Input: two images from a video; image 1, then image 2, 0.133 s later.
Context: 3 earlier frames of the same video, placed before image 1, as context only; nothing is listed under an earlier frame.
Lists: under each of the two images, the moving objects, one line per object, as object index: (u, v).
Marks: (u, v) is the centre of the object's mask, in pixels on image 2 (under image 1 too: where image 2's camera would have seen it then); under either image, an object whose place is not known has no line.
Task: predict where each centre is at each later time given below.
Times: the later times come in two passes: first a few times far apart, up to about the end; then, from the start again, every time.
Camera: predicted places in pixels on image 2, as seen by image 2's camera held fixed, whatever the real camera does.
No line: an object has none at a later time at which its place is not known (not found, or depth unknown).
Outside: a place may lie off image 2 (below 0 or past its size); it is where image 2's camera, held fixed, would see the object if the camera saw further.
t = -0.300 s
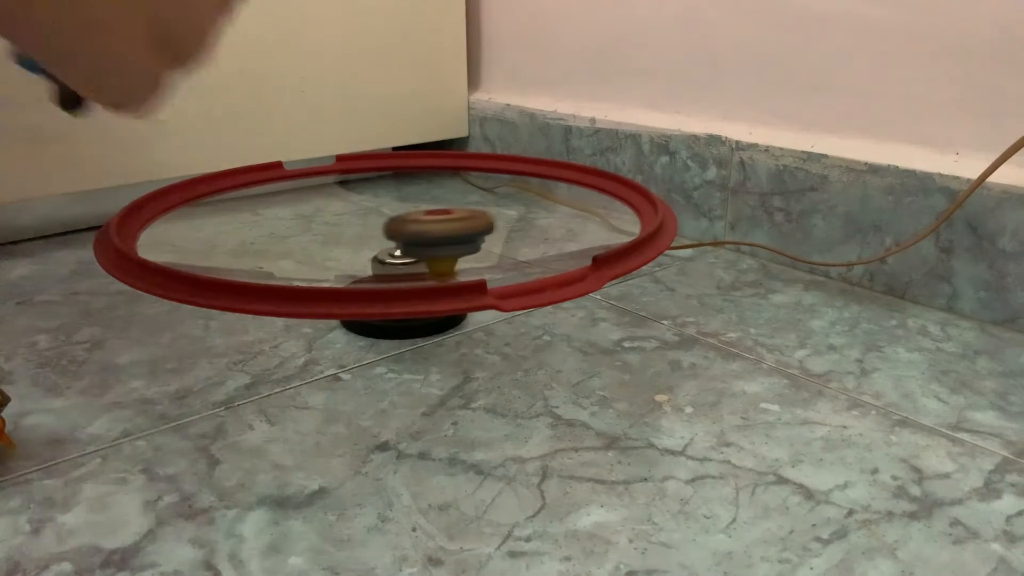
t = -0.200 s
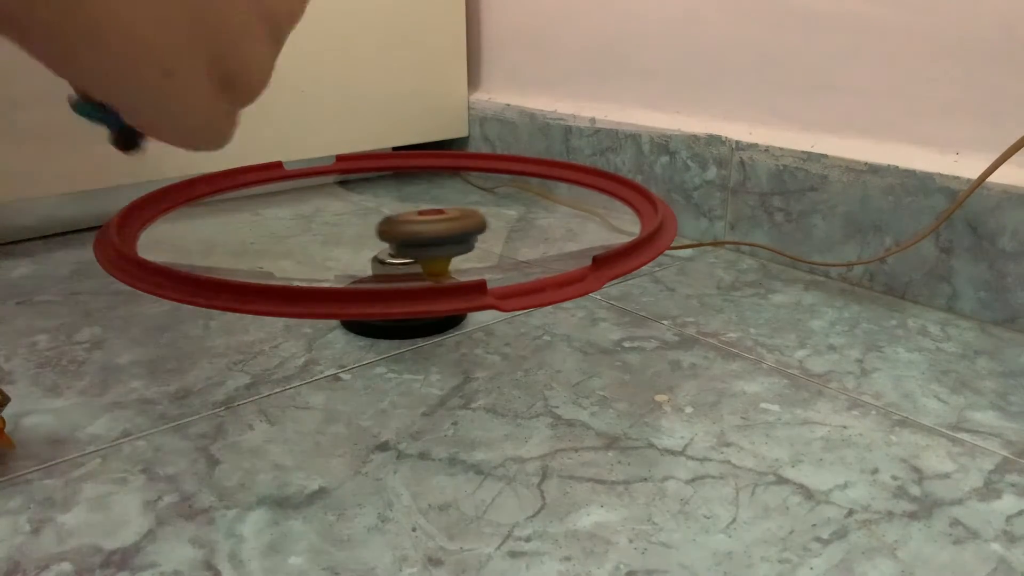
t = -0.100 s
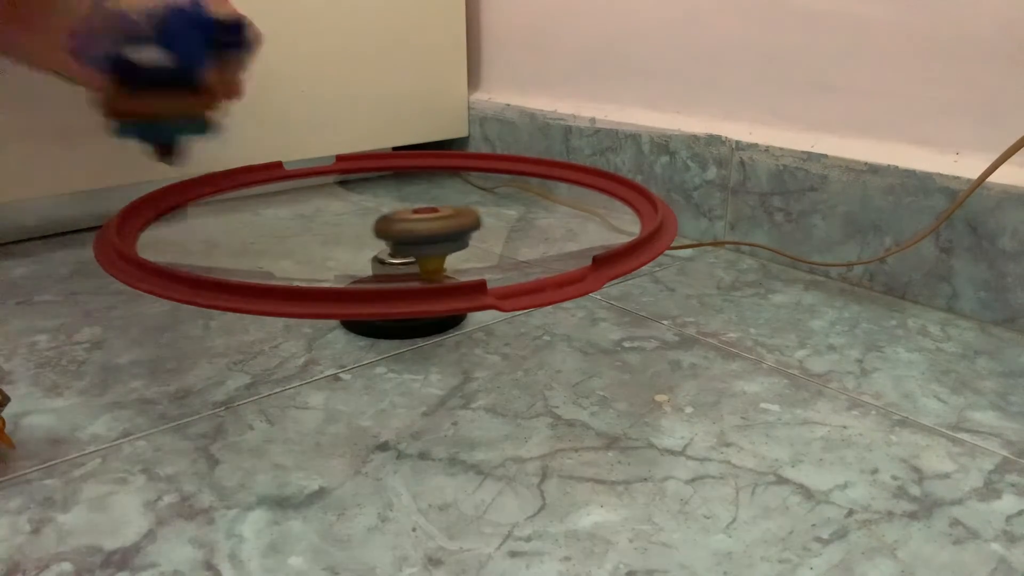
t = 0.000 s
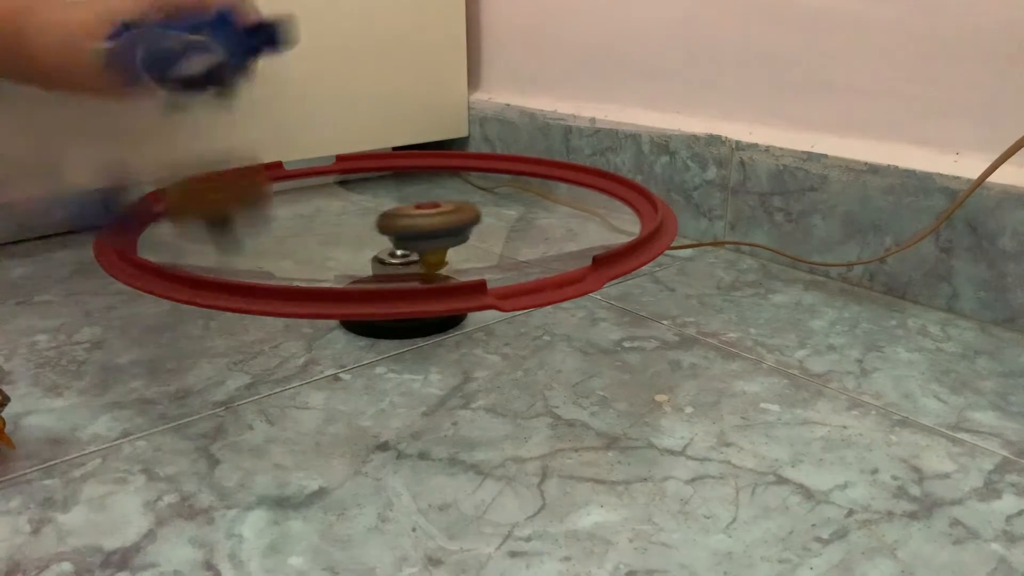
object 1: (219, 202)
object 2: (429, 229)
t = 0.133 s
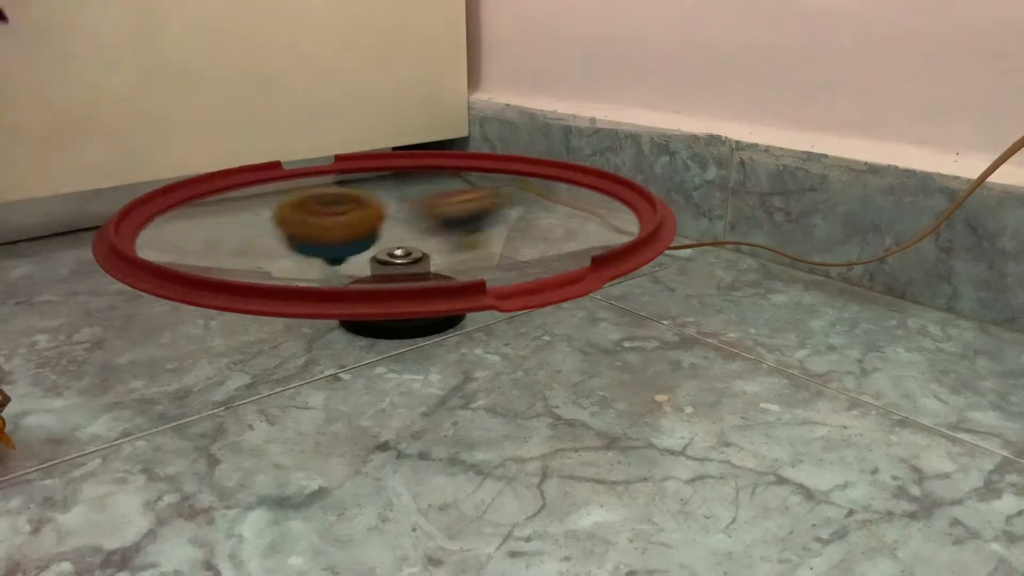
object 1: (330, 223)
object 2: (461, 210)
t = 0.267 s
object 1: (300, 225)
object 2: (600, 153)
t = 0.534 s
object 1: (349, 217)
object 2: (525, 206)
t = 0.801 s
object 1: (307, 178)
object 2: (439, 235)
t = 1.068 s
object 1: (346, 180)
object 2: (384, 240)
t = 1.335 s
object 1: (409, 191)
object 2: (394, 245)
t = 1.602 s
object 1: (467, 212)
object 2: (307, 220)
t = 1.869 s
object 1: (412, 226)
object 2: (301, 196)
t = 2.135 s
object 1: (360, 226)
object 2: (372, 184)
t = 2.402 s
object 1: (328, 219)
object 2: (439, 204)
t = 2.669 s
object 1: (319, 229)
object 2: (531, 201)
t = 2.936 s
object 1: (400, 224)
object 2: (535, 218)
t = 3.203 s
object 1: (330, 226)
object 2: (525, 224)
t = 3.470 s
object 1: (346, 215)
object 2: (442, 229)
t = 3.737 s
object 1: (343, 202)
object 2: (470, 208)
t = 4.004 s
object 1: (367, 212)
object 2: (467, 194)
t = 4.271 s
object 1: (291, 219)
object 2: (460, 182)
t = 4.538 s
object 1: (333, 214)
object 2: (412, 189)
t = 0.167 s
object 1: (317, 225)
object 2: (513, 199)
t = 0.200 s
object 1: (308, 226)
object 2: (548, 183)
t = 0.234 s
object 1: (302, 226)
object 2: (580, 167)
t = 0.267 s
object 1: (300, 225)
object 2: (600, 153)
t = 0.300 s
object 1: (300, 226)
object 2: (603, 147)
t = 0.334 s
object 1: (302, 226)
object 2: (603, 151)
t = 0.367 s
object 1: (307, 225)
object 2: (601, 156)
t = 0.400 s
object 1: (314, 224)
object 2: (597, 169)
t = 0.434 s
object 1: (322, 223)
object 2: (583, 178)
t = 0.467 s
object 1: (330, 221)
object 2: (568, 188)
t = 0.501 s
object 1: (339, 220)
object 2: (550, 197)
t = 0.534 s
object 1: (349, 217)
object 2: (525, 206)
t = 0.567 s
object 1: (360, 215)
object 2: (500, 213)
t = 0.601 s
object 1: (370, 212)
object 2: (471, 220)
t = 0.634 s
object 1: (363, 206)
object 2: (460, 225)
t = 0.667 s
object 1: (346, 200)
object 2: (461, 228)
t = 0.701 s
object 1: (332, 194)
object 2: (460, 231)
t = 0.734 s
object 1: (321, 187)
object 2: (456, 233)
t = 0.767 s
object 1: (312, 182)
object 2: (449, 234)
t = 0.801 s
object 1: (307, 178)
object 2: (439, 235)
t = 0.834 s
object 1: (305, 177)
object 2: (427, 235)
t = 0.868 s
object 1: (307, 178)
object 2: (414, 234)
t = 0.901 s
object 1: (313, 180)
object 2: (401, 232)
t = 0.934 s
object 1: (323, 184)
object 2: (390, 230)
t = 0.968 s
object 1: (332, 183)
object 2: (376, 221)
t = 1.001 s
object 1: (340, 183)
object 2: (374, 231)
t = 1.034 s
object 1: (343, 182)
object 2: (379, 236)
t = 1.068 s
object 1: (346, 180)
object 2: (384, 240)
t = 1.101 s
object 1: (349, 177)
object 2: (390, 243)
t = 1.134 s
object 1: (355, 178)
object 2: (396, 245)
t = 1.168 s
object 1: (362, 180)
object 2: (400, 245)
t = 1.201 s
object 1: (370, 181)
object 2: (403, 245)
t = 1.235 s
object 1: (377, 184)
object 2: (403, 245)
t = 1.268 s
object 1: (387, 186)
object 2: (402, 245)
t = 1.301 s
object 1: (398, 189)
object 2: (399, 245)
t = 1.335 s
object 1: (409, 191)
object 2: (394, 245)
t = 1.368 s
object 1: (420, 195)
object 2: (387, 243)
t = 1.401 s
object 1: (432, 201)
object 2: (381, 240)
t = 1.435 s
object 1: (441, 208)
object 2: (371, 237)
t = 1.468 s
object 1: (449, 211)
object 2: (356, 233)
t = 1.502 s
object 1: (457, 211)
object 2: (342, 230)
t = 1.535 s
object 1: (463, 212)
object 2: (328, 227)
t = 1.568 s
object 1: (467, 212)
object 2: (317, 224)
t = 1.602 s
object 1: (467, 212)
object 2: (307, 220)
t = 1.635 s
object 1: (465, 213)
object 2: (300, 217)
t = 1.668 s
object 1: (460, 214)
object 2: (295, 214)
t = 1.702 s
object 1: (452, 217)
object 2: (292, 210)
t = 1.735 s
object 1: (443, 218)
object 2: (291, 207)
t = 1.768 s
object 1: (432, 220)
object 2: (291, 204)
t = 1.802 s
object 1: (420, 223)
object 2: (293, 201)
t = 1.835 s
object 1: (416, 224)
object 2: (297, 198)
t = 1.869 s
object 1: (412, 226)
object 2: (301, 196)
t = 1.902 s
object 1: (408, 227)
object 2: (308, 194)
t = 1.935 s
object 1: (403, 228)
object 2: (315, 192)
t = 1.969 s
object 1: (397, 229)
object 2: (322, 191)
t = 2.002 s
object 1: (390, 229)
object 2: (329, 188)
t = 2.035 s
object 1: (384, 229)
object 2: (338, 184)
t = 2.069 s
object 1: (378, 229)
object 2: (349, 182)
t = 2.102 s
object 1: (368, 227)
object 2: (361, 182)
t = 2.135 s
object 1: (360, 226)
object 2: (372, 184)
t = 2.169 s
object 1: (352, 224)
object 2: (385, 185)
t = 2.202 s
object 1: (344, 225)
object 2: (395, 189)
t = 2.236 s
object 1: (336, 225)
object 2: (405, 195)
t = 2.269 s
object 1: (332, 225)
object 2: (412, 197)
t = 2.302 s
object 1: (331, 224)
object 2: (417, 199)
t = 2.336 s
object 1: (331, 223)
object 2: (423, 202)
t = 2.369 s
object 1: (333, 222)
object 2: (428, 205)
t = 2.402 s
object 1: (328, 219)
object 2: (439, 204)
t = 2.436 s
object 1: (316, 221)
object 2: (462, 202)
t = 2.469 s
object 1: (304, 223)
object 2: (481, 199)
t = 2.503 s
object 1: (296, 224)
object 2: (496, 197)
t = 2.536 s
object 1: (293, 224)
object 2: (508, 196)
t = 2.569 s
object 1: (293, 225)
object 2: (517, 197)
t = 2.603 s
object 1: (298, 226)
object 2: (524, 198)
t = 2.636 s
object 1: (306, 227)
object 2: (528, 199)
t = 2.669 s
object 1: (319, 229)
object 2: (531, 201)
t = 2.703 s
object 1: (333, 230)
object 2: (532, 204)
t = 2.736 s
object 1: (349, 230)
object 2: (531, 207)
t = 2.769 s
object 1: (367, 230)
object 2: (529, 209)
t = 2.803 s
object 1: (385, 230)
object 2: (525, 213)
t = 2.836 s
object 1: (399, 228)
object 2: (519, 216)
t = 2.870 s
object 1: (404, 225)
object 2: (521, 216)
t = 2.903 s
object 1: (401, 222)
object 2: (532, 217)
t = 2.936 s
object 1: (400, 224)
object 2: (535, 218)
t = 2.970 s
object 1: (402, 227)
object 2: (533, 219)
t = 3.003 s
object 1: (404, 230)
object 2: (527, 221)
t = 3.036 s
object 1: (405, 231)
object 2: (518, 224)
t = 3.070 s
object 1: (395, 231)
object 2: (518, 224)
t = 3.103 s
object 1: (376, 232)
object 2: (528, 223)
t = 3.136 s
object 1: (356, 230)
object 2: (532, 222)
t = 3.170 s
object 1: (342, 228)
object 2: (530, 223)
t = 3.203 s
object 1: (330, 226)
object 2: (525, 224)
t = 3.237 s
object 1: (322, 224)
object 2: (518, 226)
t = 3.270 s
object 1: (317, 222)
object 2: (509, 228)
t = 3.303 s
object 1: (316, 220)
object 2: (498, 230)
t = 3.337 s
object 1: (318, 219)
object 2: (486, 231)
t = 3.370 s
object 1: (322, 218)
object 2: (473, 232)
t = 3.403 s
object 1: (329, 217)
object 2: (462, 231)
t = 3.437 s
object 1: (338, 216)
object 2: (451, 231)
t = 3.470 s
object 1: (346, 215)
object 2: (442, 229)
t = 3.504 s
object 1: (347, 213)
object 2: (447, 226)
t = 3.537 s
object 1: (347, 211)
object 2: (452, 224)
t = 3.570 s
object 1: (349, 209)
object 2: (454, 222)
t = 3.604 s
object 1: (351, 207)
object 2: (454, 219)
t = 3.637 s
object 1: (354, 206)
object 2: (452, 217)
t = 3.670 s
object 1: (357, 206)
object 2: (451, 215)
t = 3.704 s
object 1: (350, 203)
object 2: (462, 211)
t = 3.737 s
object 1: (343, 202)
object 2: (470, 208)
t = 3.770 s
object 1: (340, 202)
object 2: (475, 205)
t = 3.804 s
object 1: (340, 202)
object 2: (476, 203)
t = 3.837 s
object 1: (341, 204)
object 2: (476, 201)
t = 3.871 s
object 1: (345, 205)
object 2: (474, 199)
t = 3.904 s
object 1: (351, 208)
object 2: (472, 199)
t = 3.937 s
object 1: (359, 209)
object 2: (468, 198)
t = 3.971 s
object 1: (368, 211)
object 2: (465, 197)
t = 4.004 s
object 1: (367, 212)
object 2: (467, 194)
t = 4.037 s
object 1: (355, 215)
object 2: (469, 190)
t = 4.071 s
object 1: (344, 218)
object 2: (470, 187)
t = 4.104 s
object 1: (333, 219)
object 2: (470, 185)
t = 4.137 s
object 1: (322, 220)
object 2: (469, 184)
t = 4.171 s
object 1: (312, 220)
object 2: (468, 183)
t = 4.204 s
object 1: (304, 221)
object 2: (465, 182)
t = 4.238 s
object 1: (297, 220)
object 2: (463, 182)
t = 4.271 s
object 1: (291, 219)
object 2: (460, 182)
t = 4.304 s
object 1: (288, 218)
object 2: (455, 183)
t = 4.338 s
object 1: (286, 217)
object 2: (449, 184)
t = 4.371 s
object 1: (288, 216)
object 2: (444, 185)
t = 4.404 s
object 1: (292, 215)
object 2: (437, 186)
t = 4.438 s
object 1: (300, 214)
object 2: (431, 188)
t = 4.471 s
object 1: (309, 214)
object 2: (423, 189)
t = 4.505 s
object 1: (322, 214)
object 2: (416, 191)
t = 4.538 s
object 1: (333, 214)
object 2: (412, 189)
